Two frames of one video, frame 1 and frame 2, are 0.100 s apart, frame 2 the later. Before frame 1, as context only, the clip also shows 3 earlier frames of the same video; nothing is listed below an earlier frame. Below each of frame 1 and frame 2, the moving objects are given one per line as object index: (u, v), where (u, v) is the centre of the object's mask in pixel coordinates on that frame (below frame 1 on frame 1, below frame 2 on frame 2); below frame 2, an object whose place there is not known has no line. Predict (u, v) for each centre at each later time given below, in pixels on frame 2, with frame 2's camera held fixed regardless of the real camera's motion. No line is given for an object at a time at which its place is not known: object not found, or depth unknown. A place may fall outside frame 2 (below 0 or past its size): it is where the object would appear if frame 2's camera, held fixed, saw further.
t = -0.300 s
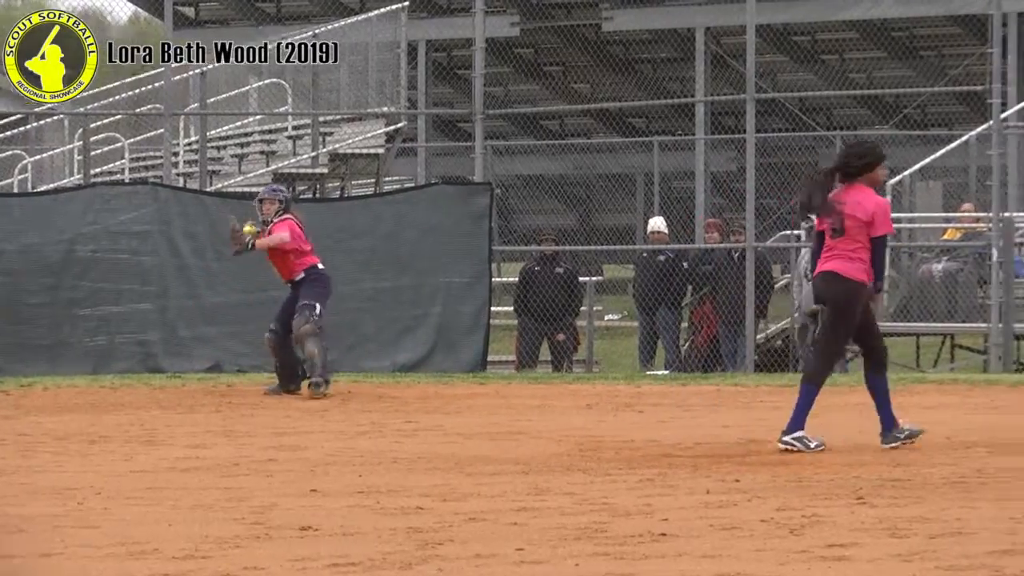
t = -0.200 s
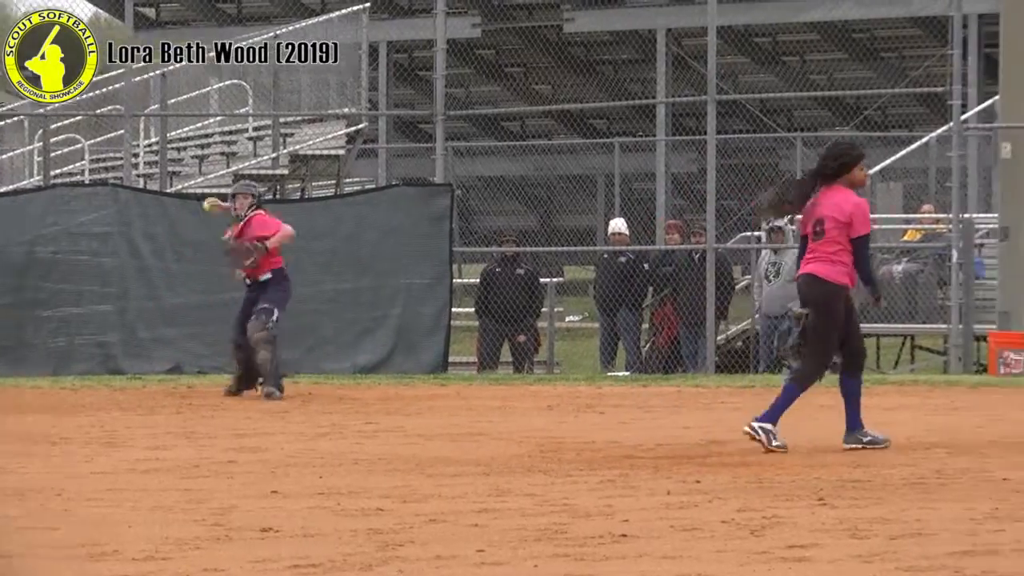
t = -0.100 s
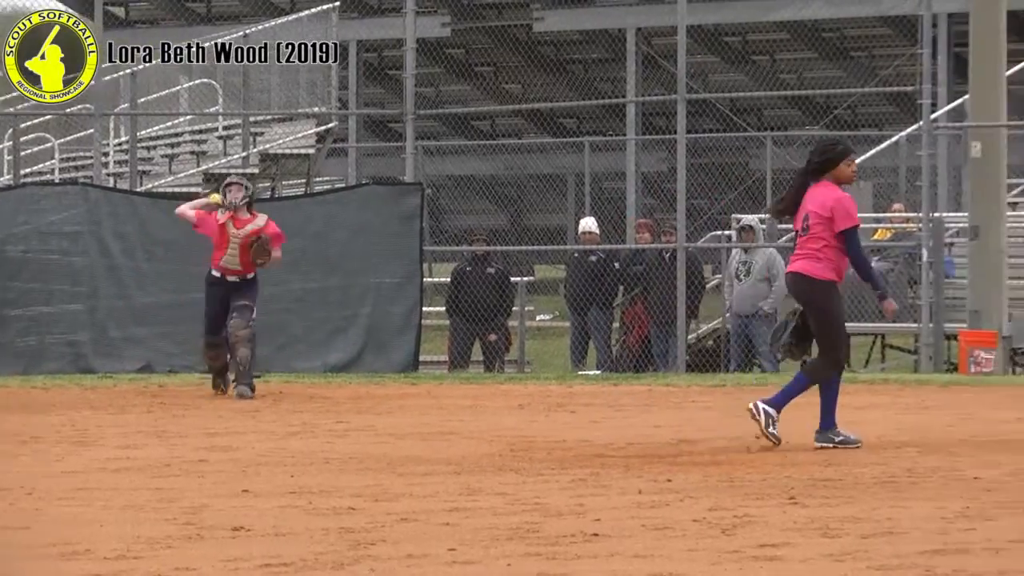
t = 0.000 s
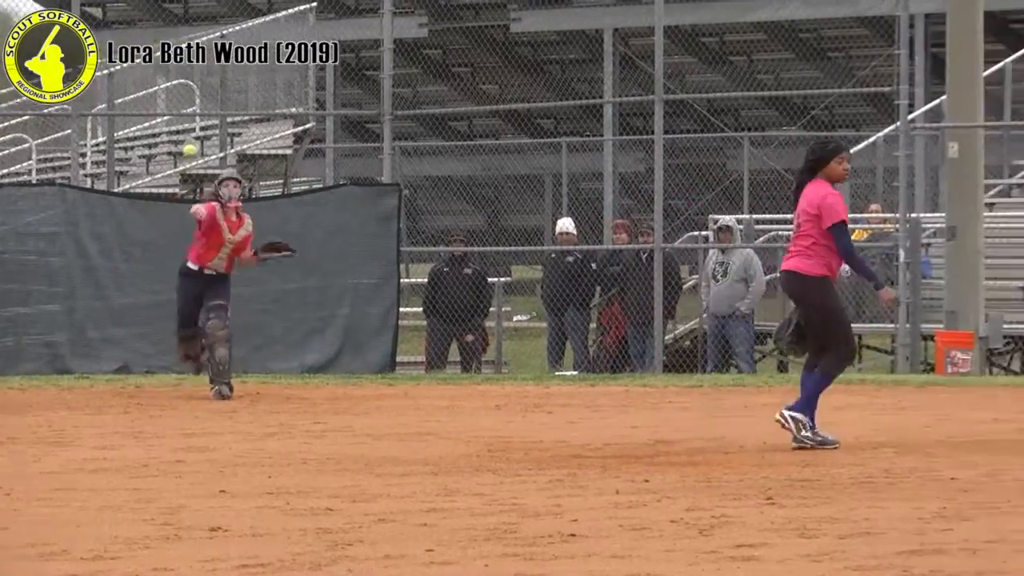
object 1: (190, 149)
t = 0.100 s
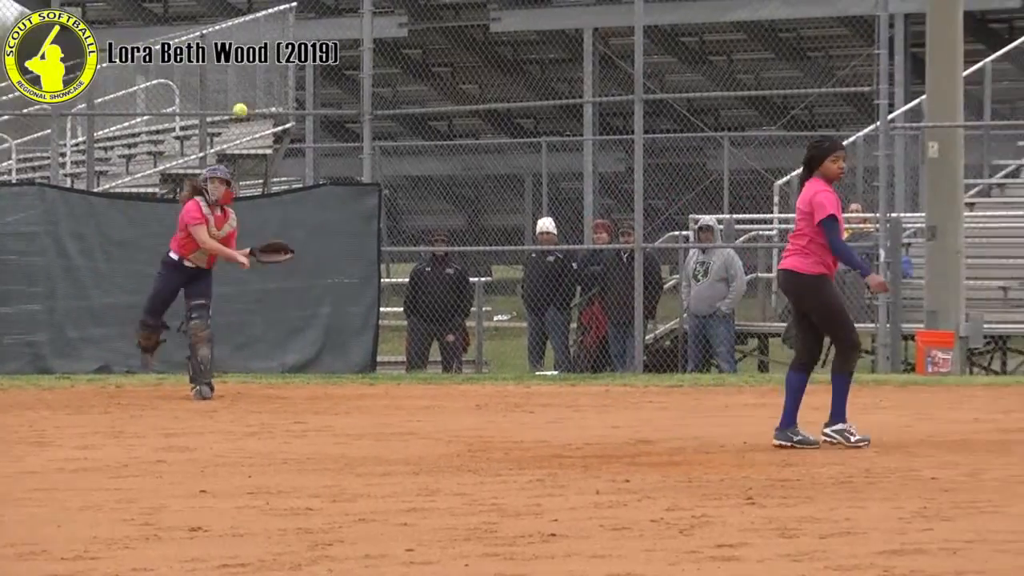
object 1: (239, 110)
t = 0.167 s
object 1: (291, 88)
